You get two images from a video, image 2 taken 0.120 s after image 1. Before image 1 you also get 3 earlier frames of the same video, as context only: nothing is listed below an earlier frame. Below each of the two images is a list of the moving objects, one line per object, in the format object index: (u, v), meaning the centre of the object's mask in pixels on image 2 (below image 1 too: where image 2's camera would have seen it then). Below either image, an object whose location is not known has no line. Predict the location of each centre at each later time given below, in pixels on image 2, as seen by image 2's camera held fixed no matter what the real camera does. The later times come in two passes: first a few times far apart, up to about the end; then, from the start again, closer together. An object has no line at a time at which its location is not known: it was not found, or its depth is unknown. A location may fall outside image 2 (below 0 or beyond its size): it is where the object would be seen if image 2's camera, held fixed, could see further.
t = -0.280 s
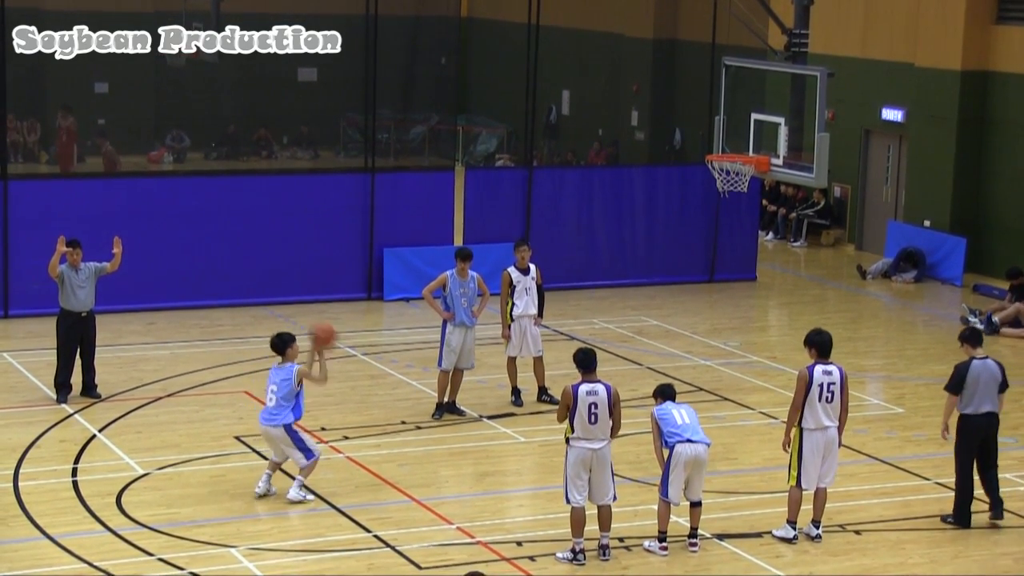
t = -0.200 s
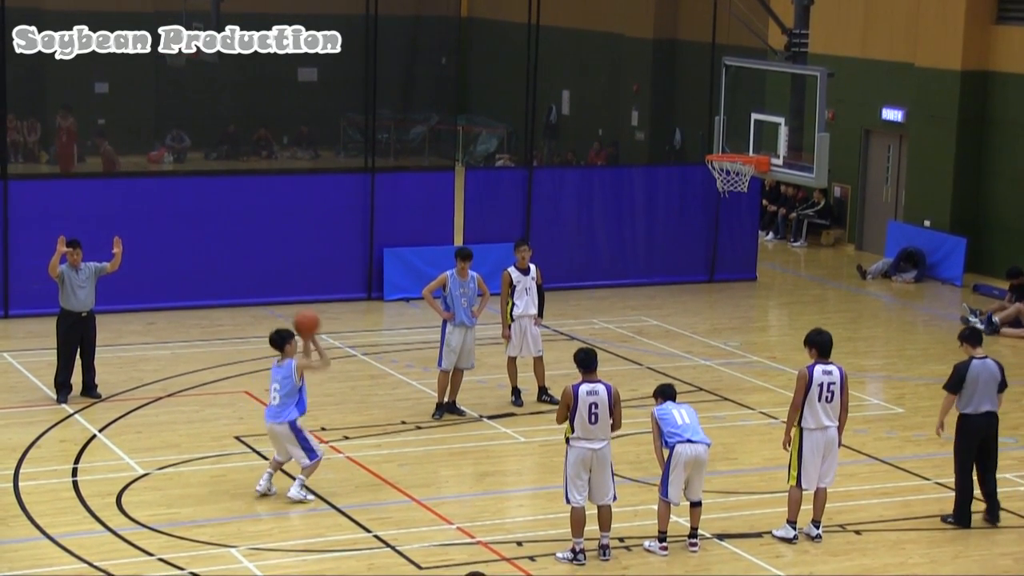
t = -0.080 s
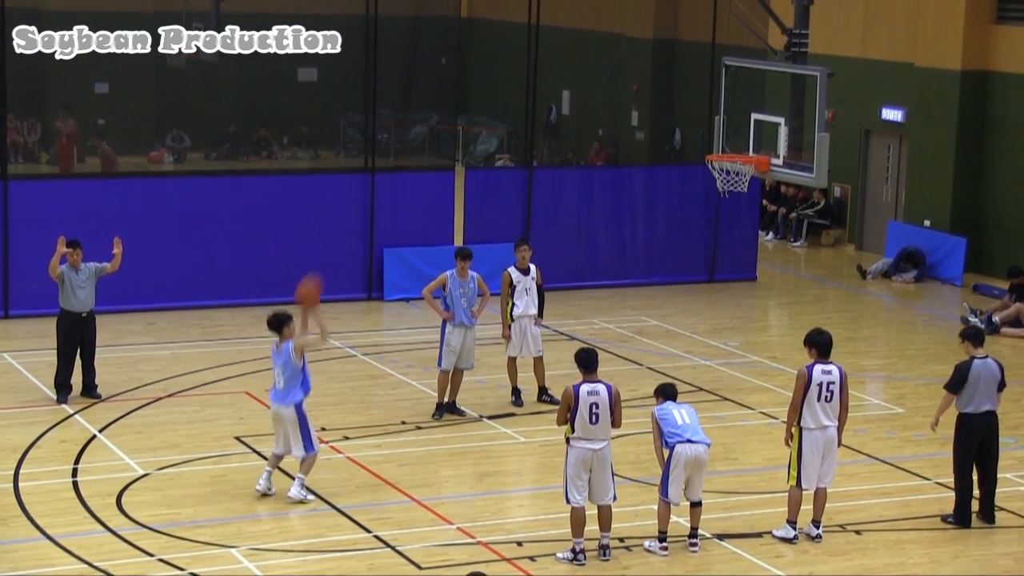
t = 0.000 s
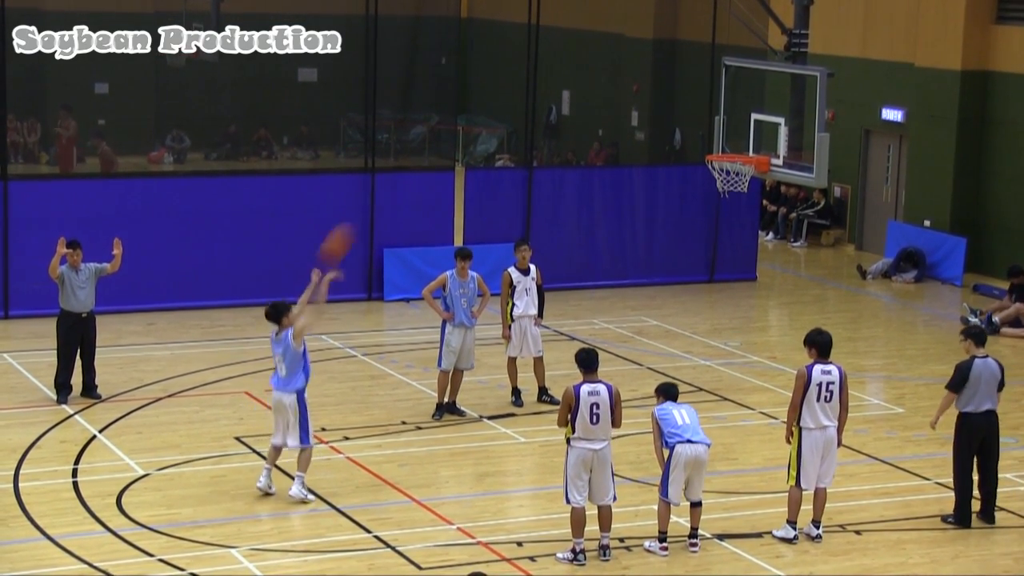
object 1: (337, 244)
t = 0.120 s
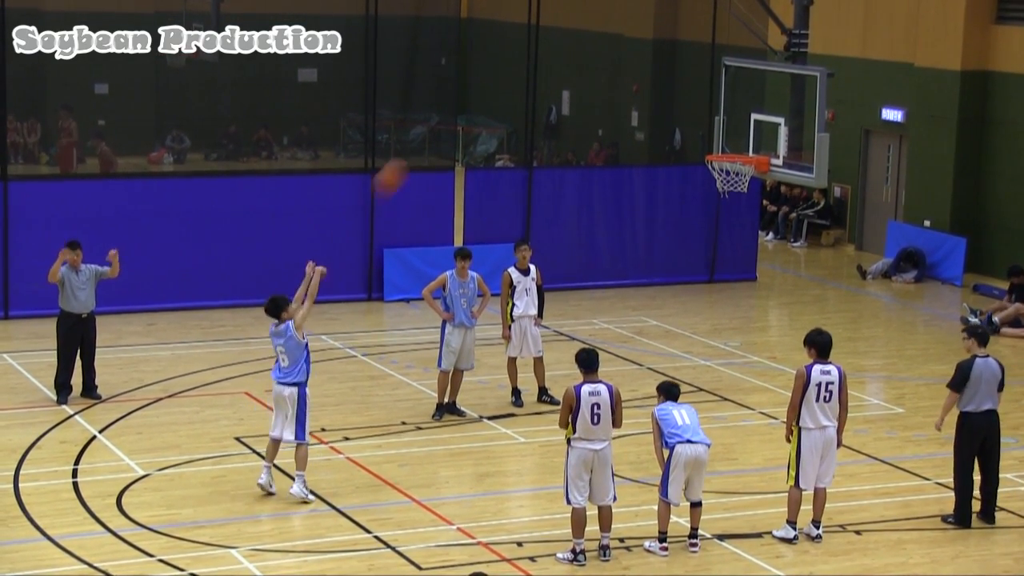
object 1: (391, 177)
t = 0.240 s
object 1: (443, 127)
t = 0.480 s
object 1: (544, 70)
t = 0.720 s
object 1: (638, 74)
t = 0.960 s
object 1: (727, 134)
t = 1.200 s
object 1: (736, 190)
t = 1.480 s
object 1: (769, 278)
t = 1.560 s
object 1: (778, 317)
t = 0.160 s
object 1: (408, 159)
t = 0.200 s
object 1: (426, 142)
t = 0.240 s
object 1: (443, 127)
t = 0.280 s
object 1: (460, 113)
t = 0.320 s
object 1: (478, 100)
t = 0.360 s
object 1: (494, 91)
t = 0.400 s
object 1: (511, 83)
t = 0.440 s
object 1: (528, 75)
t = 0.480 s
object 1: (544, 70)
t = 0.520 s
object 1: (560, 67)
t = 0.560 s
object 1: (576, 65)
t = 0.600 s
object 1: (592, 65)
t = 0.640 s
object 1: (608, 66)
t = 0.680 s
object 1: (625, 69)
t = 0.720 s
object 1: (638, 74)
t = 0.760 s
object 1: (653, 80)
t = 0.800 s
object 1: (668, 87)
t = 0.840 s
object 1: (683, 96)
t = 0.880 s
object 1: (697, 107)
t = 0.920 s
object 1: (710, 118)
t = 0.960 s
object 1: (727, 134)
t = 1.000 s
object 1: (738, 144)
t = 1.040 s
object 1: (736, 150)
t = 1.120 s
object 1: (725, 171)
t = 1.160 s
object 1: (732, 179)
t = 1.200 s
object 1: (736, 190)
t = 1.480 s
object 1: (769, 278)
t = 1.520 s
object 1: (774, 296)
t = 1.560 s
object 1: (778, 317)
